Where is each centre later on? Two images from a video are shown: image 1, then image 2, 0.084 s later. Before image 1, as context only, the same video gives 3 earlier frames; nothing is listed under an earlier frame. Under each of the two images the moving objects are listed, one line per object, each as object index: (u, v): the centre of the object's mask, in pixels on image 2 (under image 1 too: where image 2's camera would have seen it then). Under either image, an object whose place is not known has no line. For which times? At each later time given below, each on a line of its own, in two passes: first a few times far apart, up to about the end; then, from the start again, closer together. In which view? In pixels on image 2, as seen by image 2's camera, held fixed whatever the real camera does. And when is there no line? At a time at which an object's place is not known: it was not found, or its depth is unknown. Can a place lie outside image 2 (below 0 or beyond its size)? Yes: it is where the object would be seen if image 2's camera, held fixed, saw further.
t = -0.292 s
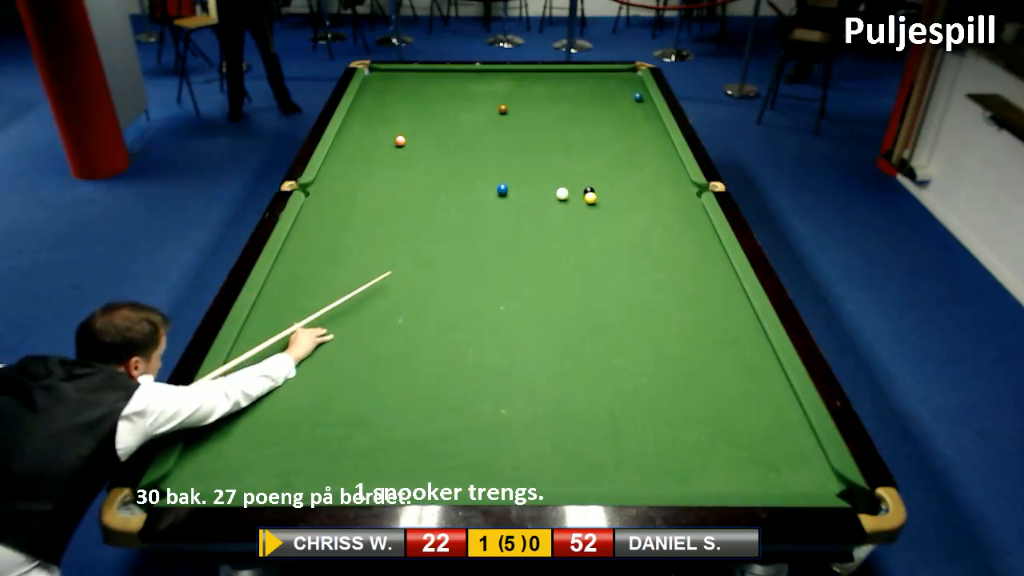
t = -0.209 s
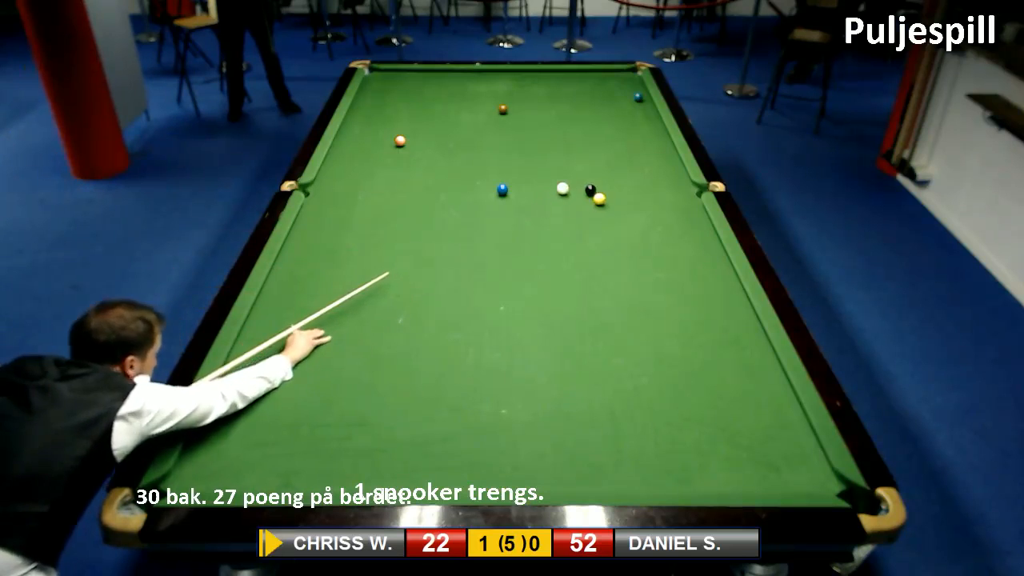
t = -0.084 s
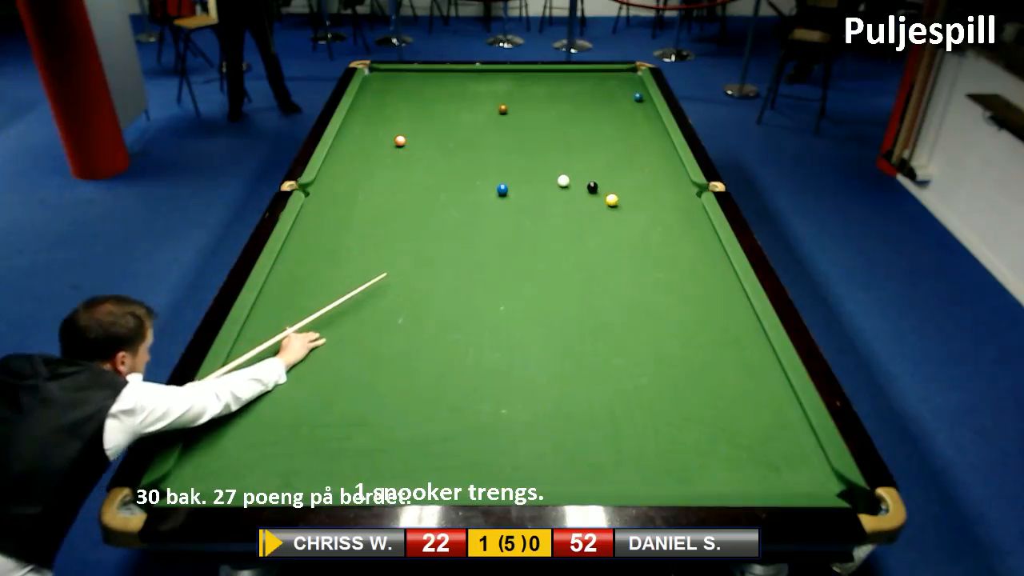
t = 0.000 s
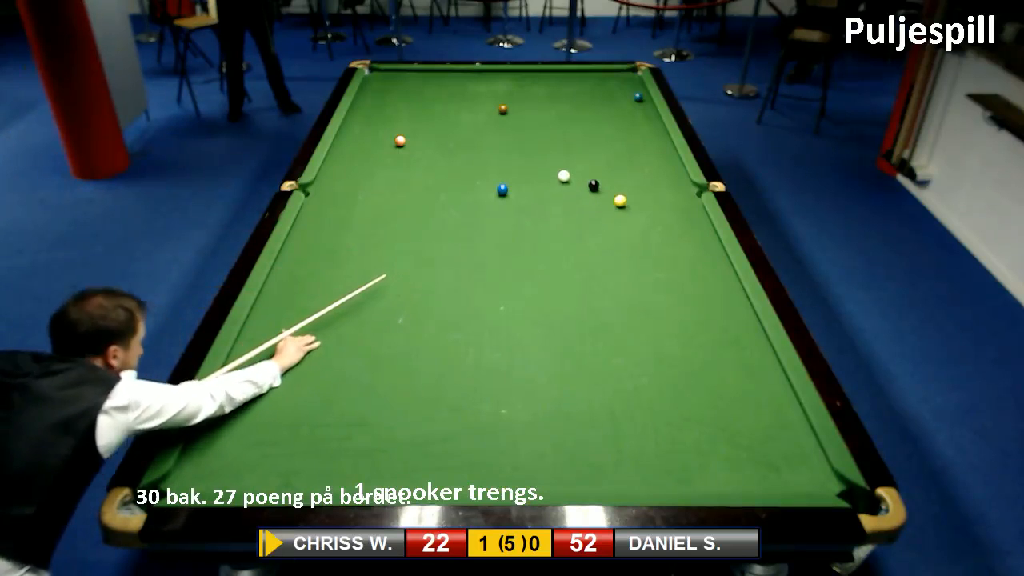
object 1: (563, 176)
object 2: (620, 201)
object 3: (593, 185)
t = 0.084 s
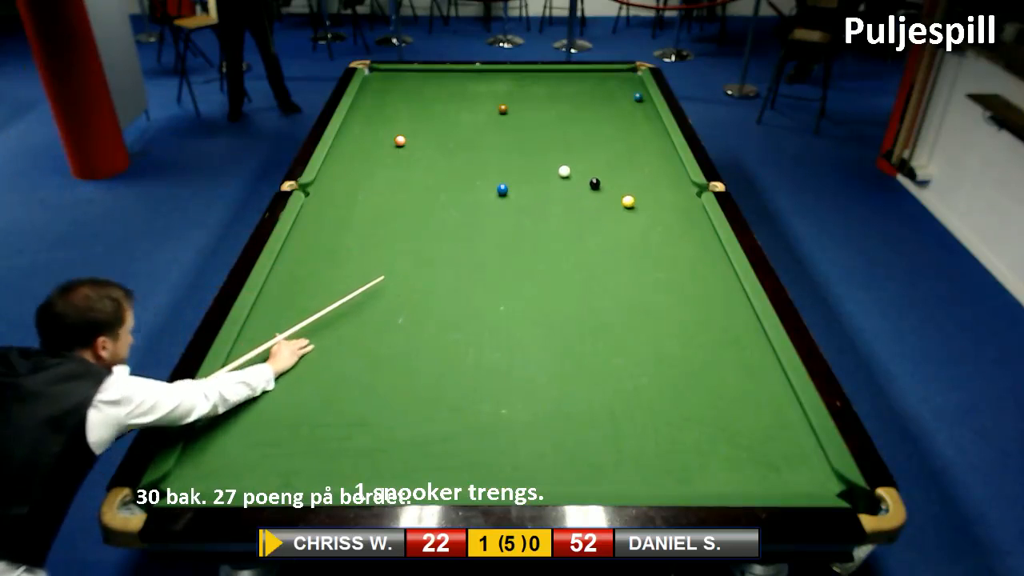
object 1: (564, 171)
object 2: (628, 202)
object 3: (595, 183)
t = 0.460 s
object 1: (566, 153)
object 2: (663, 205)
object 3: (599, 177)
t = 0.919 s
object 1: (569, 134)
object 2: (698, 209)
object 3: (604, 170)
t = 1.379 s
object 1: (570, 118)
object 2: (674, 211)
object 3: (607, 166)
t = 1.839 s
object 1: (572, 105)
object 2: (655, 213)
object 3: (609, 164)
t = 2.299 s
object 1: (573, 94)
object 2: (640, 215)
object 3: (609, 164)
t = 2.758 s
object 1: (574, 85)
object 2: (629, 216)
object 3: (609, 164)
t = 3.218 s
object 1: (575, 78)
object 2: (623, 216)
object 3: (609, 164)
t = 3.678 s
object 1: (577, 73)
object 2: (621, 216)
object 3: (609, 164)
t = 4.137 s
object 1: (578, 71)
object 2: (621, 216)
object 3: (609, 164)
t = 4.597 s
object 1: (579, 73)
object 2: (621, 216)
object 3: (609, 164)
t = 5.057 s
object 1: (580, 74)
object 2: (621, 216)
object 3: (609, 164)
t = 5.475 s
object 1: (580, 74)
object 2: (621, 216)
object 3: (609, 164)
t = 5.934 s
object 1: (580, 74)
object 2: (621, 216)
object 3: (609, 164)
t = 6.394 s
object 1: (580, 74)
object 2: (621, 216)
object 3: (609, 164)
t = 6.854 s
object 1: (580, 74)
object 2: (621, 216)
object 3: (609, 164)
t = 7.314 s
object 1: (580, 74)
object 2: (621, 216)
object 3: (609, 164)
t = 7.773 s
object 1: (580, 74)
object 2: (621, 216)
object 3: (609, 164)
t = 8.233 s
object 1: (580, 74)
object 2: (621, 216)
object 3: (609, 164)
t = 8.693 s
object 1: (580, 74)
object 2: (621, 216)
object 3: (609, 164)
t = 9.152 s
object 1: (580, 74)
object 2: (621, 216)
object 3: (609, 164)
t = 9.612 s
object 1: (580, 74)
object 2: (621, 216)
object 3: (609, 164)
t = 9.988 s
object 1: (580, 74)
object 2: (621, 216)
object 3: (609, 164)
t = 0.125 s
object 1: (564, 169)
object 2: (632, 202)
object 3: (595, 183)
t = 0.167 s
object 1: (565, 167)
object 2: (636, 203)
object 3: (596, 182)
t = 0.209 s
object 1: (565, 165)
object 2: (640, 203)
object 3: (596, 181)
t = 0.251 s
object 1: (565, 163)
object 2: (644, 203)
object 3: (597, 180)
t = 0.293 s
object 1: (565, 161)
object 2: (648, 204)
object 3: (597, 180)
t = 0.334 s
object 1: (566, 158)
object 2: (652, 204)
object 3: (598, 179)
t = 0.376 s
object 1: (566, 157)
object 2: (655, 204)
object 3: (598, 178)
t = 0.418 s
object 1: (566, 155)
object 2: (659, 205)
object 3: (599, 177)
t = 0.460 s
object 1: (566, 153)
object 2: (663, 205)
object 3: (599, 177)
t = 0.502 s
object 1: (567, 151)
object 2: (666, 205)
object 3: (600, 176)
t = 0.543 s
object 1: (567, 149)
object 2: (670, 206)
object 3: (600, 175)
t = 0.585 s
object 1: (567, 147)
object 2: (674, 206)
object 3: (600, 174)
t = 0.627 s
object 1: (567, 146)
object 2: (678, 207)
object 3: (601, 174)
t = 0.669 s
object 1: (567, 144)
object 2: (681, 207)
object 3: (601, 173)
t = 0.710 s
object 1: (568, 142)
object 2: (685, 207)
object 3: (602, 173)
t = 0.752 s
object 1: (568, 140)
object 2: (688, 208)
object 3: (602, 172)
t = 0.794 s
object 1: (568, 138)
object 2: (691, 208)
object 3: (602, 172)
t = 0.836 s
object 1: (568, 137)
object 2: (695, 208)
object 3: (603, 171)
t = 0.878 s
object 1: (568, 135)
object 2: (698, 208)
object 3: (603, 171)
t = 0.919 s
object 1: (569, 134)
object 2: (698, 209)
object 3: (604, 170)
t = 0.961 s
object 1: (569, 132)
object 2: (696, 209)
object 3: (604, 170)
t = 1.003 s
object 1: (569, 131)
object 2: (693, 209)
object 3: (604, 170)
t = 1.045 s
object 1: (569, 129)
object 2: (691, 209)
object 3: (605, 169)
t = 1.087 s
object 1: (569, 128)
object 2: (689, 210)
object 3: (605, 169)
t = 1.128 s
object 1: (569, 126)
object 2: (687, 210)
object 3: (605, 168)
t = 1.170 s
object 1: (570, 125)
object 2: (685, 210)
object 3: (606, 168)
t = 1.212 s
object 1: (570, 123)
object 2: (682, 210)
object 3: (606, 168)
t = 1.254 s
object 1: (570, 122)
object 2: (680, 211)
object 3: (606, 167)
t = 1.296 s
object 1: (570, 121)
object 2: (678, 211)
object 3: (607, 167)
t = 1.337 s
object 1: (570, 119)
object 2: (676, 211)
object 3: (607, 167)
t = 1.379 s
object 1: (570, 118)
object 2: (674, 211)
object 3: (607, 166)
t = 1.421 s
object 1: (570, 117)
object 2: (672, 212)
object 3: (607, 166)
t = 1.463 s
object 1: (571, 116)
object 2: (670, 212)
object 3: (607, 166)
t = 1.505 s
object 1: (571, 114)
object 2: (669, 212)
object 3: (607, 166)
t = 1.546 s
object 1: (571, 113)
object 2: (667, 212)
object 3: (608, 165)
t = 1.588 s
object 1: (571, 112)
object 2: (665, 212)
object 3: (608, 165)
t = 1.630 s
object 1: (571, 110)
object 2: (663, 212)
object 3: (608, 165)
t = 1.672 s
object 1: (571, 109)
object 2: (661, 213)
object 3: (608, 165)
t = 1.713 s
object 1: (571, 109)
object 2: (660, 213)
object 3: (608, 165)
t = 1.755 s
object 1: (572, 107)
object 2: (658, 213)
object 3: (608, 165)
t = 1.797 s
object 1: (572, 106)
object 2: (657, 213)
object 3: (608, 164)
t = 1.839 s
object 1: (572, 105)
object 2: (655, 213)
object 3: (609, 164)
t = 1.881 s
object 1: (572, 104)
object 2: (653, 214)
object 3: (609, 164)
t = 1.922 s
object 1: (572, 103)
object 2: (652, 214)
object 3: (609, 164)
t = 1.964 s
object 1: (572, 102)
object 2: (651, 214)
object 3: (609, 164)
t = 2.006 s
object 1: (572, 101)
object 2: (649, 214)
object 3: (609, 164)
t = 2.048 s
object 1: (573, 100)
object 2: (648, 214)
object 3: (609, 164)
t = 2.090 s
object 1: (573, 99)
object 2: (646, 214)
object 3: (609, 164)
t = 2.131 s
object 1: (573, 98)
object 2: (645, 214)
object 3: (609, 164)
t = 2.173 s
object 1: (573, 97)
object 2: (644, 214)
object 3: (609, 164)
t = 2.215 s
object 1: (573, 96)
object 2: (642, 214)
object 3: (609, 164)
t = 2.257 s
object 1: (573, 95)
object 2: (641, 215)
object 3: (609, 164)
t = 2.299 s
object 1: (573, 94)
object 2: (640, 215)
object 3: (609, 164)
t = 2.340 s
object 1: (573, 93)
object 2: (639, 215)
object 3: (609, 164)
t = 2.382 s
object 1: (574, 93)
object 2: (638, 215)
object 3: (609, 164)
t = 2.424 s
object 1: (574, 92)
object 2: (637, 215)
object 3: (609, 164)
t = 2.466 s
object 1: (574, 91)
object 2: (636, 215)
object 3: (609, 164)
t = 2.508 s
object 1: (574, 90)
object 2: (635, 216)
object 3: (609, 164)
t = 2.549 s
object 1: (574, 89)
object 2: (634, 215)
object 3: (609, 164)
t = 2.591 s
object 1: (574, 88)
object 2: (633, 216)
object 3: (609, 164)
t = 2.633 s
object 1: (574, 88)
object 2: (632, 216)
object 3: (609, 164)
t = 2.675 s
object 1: (574, 87)
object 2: (631, 216)
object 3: (609, 164)
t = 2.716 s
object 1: (574, 86)
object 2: (630, 216)
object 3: (609, 164)
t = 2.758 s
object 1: (574, 85)
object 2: (629, 216)
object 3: (609, 164)
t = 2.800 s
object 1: (575, 85)
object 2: (629, 216)
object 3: (609, 164)
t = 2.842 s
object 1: (575, 84)
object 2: (628, 216)
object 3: (609, 164)
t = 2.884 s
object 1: (575, 84)
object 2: (627, 216)
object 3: (609, 164)
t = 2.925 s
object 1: (575, 83)
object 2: (626, 216)
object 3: (609, 164)
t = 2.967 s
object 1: (575, 82)
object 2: (626, 216)
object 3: (609, 164)
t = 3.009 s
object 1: (575, 81)
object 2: (625, 216)
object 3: (609, 164)
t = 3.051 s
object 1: (575, 81)
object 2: (625, 216)
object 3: (609, 164)
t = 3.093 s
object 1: (575, 80)
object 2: (624, 216)
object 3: (609, 164)
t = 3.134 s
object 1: (575, 80)
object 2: (624, 216)
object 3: (609, 164)
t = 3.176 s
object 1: (575, 79)
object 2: (623, 216)
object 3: (609, 164)
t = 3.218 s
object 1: (575, 78)
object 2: (623, 216)
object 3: (609, 164)
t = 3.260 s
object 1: (576, 78)
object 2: (623, 216)
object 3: (609, 164)
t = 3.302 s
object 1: (576, 77)
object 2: (622, 216)
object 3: (609, 164)
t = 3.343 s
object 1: (576, 77)
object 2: (622, 216)
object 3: (609, 164)
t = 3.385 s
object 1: (576, 76)
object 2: (622, 216)
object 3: (609, 164)
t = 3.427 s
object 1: (576, 76)
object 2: (622, 216)
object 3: (609, 164)
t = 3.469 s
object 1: (576, 75)
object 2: (621, 216)
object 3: (609, 164)
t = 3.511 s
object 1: (576, 75)
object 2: (621, 216)
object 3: (609, 164)
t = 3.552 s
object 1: (576, 74)
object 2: (621, 216)
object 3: (609, 164)
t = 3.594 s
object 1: (576, 74)
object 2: (621, 216)
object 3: (609, 164)
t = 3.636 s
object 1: (577, 73)
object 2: (621, 216)
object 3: (609, 164)
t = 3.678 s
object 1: (577, 73)
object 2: (621, 216)
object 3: (609, 164)
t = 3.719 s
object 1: (577, 72)
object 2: (621, 216)
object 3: (609, 164)
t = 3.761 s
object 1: (577, 72)
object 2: (621, 216)
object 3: (609, 164)
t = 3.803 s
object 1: (577, 71)
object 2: (621, 216)
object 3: (609, 164)
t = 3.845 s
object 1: (577, 71)
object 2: (621, 216)
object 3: (609, 164)
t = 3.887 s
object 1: (577, 71)
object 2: (621, 216)
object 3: (609, 164)
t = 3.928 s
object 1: (577, 70)
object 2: (621, 216)
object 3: (609, 164)
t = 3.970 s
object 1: (577, 70)
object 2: (621, 216)
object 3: (609, 164)
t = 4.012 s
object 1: (578, 70)
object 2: (621, 216)
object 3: (609, 164)
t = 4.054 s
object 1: (578, 70)
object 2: (621, 216)
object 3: (609, 164)
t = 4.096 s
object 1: (578, 71)
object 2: (621, 216)
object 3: (609, 164)
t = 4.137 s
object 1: (578, 71)
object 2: (621, 216)
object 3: (609, 164)
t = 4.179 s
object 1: (578, 71)
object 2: (621, 216)
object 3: (609, 164)
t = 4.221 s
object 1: (578, 71)
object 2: (621, 216)
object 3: (609, 164)
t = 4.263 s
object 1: (578, 71)
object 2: (621, 216)
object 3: (609, 164)
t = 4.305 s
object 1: (579, 72)
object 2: (621, 216)
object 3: (609, 164)
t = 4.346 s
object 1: (579, 72)
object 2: (621, 216)
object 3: (609, 164)
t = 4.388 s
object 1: (579, 72)
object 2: (621, 216)
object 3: (609, 164)
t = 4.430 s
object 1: (579, 72)
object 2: (621, 216)
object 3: (609, 164)
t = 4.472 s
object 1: (579, 73)
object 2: (621, 216)
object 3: (609, 164)
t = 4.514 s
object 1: (579, 73)
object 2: (621, 216)
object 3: (609, 164)
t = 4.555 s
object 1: (579, 73)
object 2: (621, 216)
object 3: (609, 164)
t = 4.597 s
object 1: (579, 73)
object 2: (621, 216)
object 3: (609, 164)
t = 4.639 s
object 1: (580, 73)
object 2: (621, 216)
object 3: (609, 164)
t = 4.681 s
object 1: (580, 73)
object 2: (621, 216)
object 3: (609, 164)
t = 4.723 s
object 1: (580, 73)
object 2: (621, 216)
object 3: (609, 164)
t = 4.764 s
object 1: (580, 74)
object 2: (621, 216)
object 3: (609, 164)
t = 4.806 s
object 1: (580, 74)
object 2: (621, 216)
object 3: (609, 164)
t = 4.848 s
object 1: (580, 74)
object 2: (621, 216)
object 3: (609, 164)
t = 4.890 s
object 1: (580, 74)
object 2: (621, 216)
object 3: (609, 164)
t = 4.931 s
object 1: (580, 74)
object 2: (621, 216)
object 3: (609, 164)
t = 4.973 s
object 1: (580, 74)
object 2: (621, 216)
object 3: (609, 164)
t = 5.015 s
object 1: (580, 74)
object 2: (621, 216)
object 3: (609, 164)
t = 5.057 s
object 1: (580, 74)
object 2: (621, 216)
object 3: (609, 164)
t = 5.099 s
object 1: (580, 74)
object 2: (621, 216)
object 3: (609, 164)
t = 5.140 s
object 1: (580, 74)
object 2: (621, 216)
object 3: (609, 164)
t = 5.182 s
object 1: (580, 74)
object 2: (621, 216)
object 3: (609, 164)
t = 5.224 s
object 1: (580, 74)
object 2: (621, 216)
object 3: (609, 164)
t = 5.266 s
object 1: (580, 74)
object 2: (621, 216)
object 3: (609, 164)
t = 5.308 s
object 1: (580, 74)
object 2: (621, 216)
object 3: (609, 164)
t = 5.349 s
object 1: (580, 74)
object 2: (621, 216)
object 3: (609, 164)
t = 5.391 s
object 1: (580, 74)
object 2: (621, 216)
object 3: (609, 164)
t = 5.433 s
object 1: (580, 74)
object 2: (621, 216)
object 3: (609, 164)
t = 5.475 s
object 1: (580, 74)
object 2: (621, 216)
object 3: (609, 164)
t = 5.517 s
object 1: (580, 74)
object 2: (621, 216)
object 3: (609, 164)
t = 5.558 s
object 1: (580, 74)
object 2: (621, 216)
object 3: (609, 164)
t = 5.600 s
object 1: (580, 74)
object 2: (621, 216)
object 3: (609, 164)
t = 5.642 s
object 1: (580, 74)
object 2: (621, 216)
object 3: (609, 164)
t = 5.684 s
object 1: (580, 74)
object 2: (621, 216)
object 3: (609, 164)
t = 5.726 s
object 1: (580, 74)
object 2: (621, 216)
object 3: (609, 164)
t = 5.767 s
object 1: (580, 74)
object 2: (621, 216)
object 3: (609, 164)
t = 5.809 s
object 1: (580, 74)
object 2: (621, 216)
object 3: (609, 164)
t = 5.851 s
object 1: (580, 74)
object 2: (621, 216)
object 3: (609, 164)
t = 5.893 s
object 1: (580, 74)
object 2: (621, 216)
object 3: (609, 164)
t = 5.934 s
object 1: (580, 74)
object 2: (621, 216)
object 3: (609, 164)
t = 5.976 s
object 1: (580, 74)
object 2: (621, 216)
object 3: (609, 164)
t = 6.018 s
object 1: (580, 74)
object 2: (621, 216)
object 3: (609, 164)
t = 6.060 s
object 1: (580, 74)
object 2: (621, 216)
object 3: (609, 164)
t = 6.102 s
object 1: (580, 74)
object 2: (621, 216)
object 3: (609, 164)
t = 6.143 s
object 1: (580, 74)
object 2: (621, 216)
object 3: (609, 164)
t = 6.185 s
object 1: (580, 74)
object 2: (621, 216)
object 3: (609, 164)
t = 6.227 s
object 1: (580, 74)
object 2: (621, 216)
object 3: (609, 164)
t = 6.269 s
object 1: (580, 74)
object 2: (621, 216)
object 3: (609, 164)
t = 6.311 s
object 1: (580, 74)
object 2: (621, 216)
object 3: (609, 164)
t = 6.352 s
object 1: (580, 74)
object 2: (621, 216)
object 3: (609, 164)
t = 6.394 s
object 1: (580, 74)
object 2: (621, 216)
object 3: (609, 164)
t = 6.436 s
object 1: (580, 74)
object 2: (621, 216)
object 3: (609, 164)
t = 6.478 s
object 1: (580, 74)
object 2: (621, 216)
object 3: (609, 164)
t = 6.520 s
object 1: (580, 74)
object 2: (621, 216)
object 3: (609, 164)
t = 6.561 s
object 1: (580, 74)
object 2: (621, 216)
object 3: (609, 164)
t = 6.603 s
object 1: (580, 74)
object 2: (621, 216)
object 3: (609, 164)
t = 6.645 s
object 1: (580, 74)
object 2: (621, 216)
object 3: (609, 164)
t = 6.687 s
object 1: (580, 74)
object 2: (621, 216)
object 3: (609, 164)
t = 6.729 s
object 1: (580, 74)
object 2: (621, 216)
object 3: (609, 164)
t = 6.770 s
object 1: (580, 74)
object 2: (621, 216)
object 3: (609, 164)
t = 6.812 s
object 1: (580, 74)
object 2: (621, 216)
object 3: (609, 164)
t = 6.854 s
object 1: (580, 74)
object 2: (621, 216)
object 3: (609, 164)
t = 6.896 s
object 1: (580, 74)
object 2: (621, 216)
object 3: (609, 164)
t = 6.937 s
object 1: (580, 74)
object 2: (621, 216)
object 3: (609, 164)
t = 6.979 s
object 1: (580, 74)
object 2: (621, 216)
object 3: (609, 164)
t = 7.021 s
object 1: (580, 74)
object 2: (621, 216)
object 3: (609, 164)
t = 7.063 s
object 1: (580, 74)
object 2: (621, 216)
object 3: (609, 164)
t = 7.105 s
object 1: (580, 74)
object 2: (621, 216)
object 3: (609, 164)
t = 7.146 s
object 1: (580, 74)
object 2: (621, 216)
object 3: (609, 164)
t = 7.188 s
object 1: (580, 74)
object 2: (621, 216)
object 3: (609, 164)
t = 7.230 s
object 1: (580, 74)
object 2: (621, 216)
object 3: (609, 164)
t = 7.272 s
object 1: (580, 74)
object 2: (621, 216)
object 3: (609, 164)
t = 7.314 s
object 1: (580, 74)
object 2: (621, 216)
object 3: (609, 164)
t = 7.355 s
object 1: (580, 74)
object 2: (621, 216)
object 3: (609, 164)
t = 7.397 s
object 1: (580, 74)
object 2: (621, 216)
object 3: (609, 164)
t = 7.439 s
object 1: (580, 74)
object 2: (621, 216)
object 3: (609, 164)
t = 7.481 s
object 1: (580, 74)
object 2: (621, 216)
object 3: (609, 164)
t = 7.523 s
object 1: (580, 74)
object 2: (621, 216)
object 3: (609, 164)
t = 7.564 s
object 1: (580, 74)
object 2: (621, 216)
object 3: (609, 164)
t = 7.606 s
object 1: (580, 74)
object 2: (621, 216)
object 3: (609, 164)
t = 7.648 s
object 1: (580, 74)
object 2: (621, 216)
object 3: (609, 164)
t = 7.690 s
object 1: (580, 74)
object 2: (621, 216)
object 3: (609, 164)
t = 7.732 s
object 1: (580, 74)
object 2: (621, 216)
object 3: (609, 164)
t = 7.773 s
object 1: (580, 74)
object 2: (621, 216)
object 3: (609, 164)
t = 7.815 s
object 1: (580, 74)
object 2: (621, 216)
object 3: (609, 164)
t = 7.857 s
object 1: (580, 74)
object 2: (621, 216)
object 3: (609, 164)
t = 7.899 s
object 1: (580, 74)
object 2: (621, 216)
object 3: (609, 164)
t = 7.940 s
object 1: (580, 74)
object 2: (621, 216)
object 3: (609, 164)
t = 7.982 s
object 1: (580, 74)
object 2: (621, 216)
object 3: (609, 164)
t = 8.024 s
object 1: (580, 74)
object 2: (621, 216)
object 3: (609, 164)
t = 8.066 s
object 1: (580, 74)
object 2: (621, 216)
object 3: (609, 164)
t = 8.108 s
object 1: (580, 74)
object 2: (621, 216)
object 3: (609, 164)
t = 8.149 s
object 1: (580, 74)
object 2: (621, 216)
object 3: (609, 164)
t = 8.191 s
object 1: (580, 74)
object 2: (621, 216)
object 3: (609, 164)
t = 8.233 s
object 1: (580, 74)
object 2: (621, 216)
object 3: (609, 164)
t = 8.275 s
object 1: (580, 74)
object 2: (621, 216)
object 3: (609, 164)
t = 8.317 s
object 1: (580, 74)
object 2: (621, 216)
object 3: (609, 164)
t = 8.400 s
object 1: (580, 74)
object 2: (621, 216)
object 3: (609, 164)
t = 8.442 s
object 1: (580, 74)
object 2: (621, 216)
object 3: (609, 164)
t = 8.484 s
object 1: (580, 74)
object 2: (621, 216)
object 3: (609, 164)
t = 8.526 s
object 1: (580, 74)
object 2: (621, 216)
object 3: (609, 164)
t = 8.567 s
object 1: (580, 74)
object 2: (621, 216)
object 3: (609, 164)
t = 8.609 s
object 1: (580, 74)
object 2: (621, 216)
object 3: (609, 164)
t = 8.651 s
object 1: (580, 74)
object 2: (621, 216)
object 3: (609, 164)
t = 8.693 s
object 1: (580, 74)
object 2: (621, 216)
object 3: (609, 164)
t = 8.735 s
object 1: (580, 74)
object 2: (621, 216)
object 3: (609, 164)
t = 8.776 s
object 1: (580, 74)
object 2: (621, 216)
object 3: (609, 164)
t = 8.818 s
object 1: (580, 74)
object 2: (621, 216)
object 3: (609, 164)
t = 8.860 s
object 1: (580, 74)
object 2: (621, 216)
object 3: (609, 164)
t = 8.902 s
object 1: (580, 74)
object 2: (621, 216)
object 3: (609, 164)
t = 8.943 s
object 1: (580, 74)
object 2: (621, 216)
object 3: (609, 164)
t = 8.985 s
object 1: (580, 74)
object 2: (621, 216)
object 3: (609, 164)
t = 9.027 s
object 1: (580, 74)
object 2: (621, 216)
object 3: (609, 164)
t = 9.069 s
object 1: (580, 74)
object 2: (621, 216)
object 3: (609, 164)
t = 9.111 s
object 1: (580, 74)
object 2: (621, 216)
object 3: (609, 164)
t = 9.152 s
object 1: (580, 74)
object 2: (621, 216)
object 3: (609, 164)
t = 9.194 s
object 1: (580, 74)
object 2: (621, 216)
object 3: (609, 164)
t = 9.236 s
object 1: (580, 74)
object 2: (621, 216)
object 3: (609, 164)
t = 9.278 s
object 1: (580, 74)
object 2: (621, 216)
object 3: (609, 164)
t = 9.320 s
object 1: (580, 74)
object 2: (621, 216)
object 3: (609, 164)
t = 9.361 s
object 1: (580, 74)
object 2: (621, 216)
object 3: (609, 164)
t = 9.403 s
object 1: (580, 74)
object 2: (621, 216)
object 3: (609, 164)
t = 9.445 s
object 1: (580, 74)
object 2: (621, 216)
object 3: (609, 164)
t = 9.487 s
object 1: (580, 74)
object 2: (621, 216)
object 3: (609, 164)
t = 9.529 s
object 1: (580, 74)
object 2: (621, 216)
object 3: (609, 164)
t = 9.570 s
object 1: (580, 74)
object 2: (621, 216)
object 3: (609, 164)
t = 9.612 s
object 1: (580, 74)
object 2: (621, 216)
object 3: (609, 164)
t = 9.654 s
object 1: (580, 74)
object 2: (621, 216)
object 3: (609, 164)
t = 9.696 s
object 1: (580, 74)
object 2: (621, 216)
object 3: (609, 164)
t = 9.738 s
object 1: (580, 74)
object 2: (621, 216)
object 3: (609, 164)
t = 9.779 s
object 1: (580, 74)
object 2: (621, 216)
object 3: (609, 164)
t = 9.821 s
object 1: (580, 74)
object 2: (621, 216)
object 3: (609, 164)
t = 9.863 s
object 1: (580, 74)
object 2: (621, 216)
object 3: (609, 164)
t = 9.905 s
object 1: (580, 74)
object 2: (621, 216)
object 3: (609, 164)
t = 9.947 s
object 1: (580, 74)
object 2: (621, 216)
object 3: (609, 164)
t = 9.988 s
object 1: (580, 74)
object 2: (621, 216)
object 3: (609, 164)
